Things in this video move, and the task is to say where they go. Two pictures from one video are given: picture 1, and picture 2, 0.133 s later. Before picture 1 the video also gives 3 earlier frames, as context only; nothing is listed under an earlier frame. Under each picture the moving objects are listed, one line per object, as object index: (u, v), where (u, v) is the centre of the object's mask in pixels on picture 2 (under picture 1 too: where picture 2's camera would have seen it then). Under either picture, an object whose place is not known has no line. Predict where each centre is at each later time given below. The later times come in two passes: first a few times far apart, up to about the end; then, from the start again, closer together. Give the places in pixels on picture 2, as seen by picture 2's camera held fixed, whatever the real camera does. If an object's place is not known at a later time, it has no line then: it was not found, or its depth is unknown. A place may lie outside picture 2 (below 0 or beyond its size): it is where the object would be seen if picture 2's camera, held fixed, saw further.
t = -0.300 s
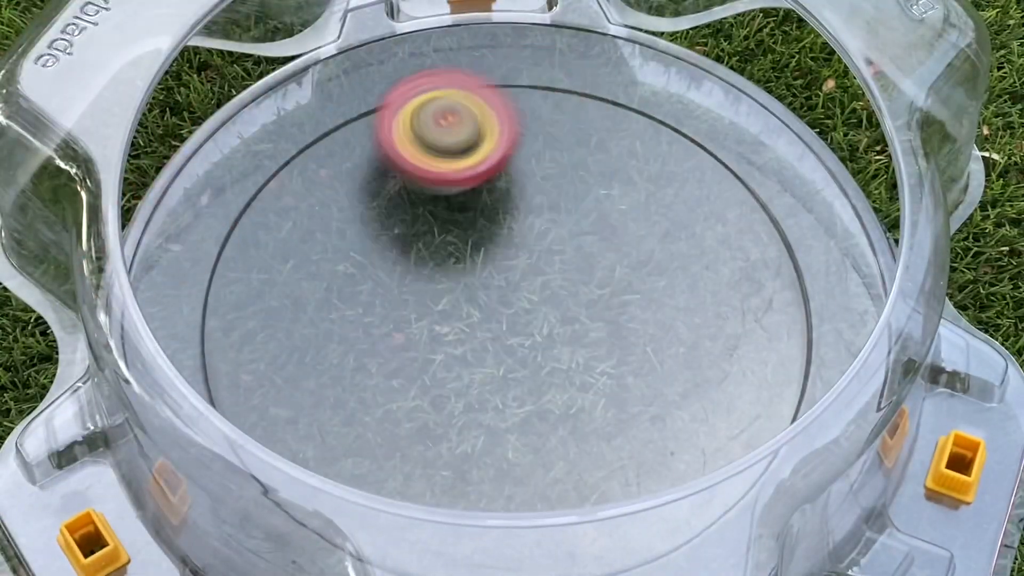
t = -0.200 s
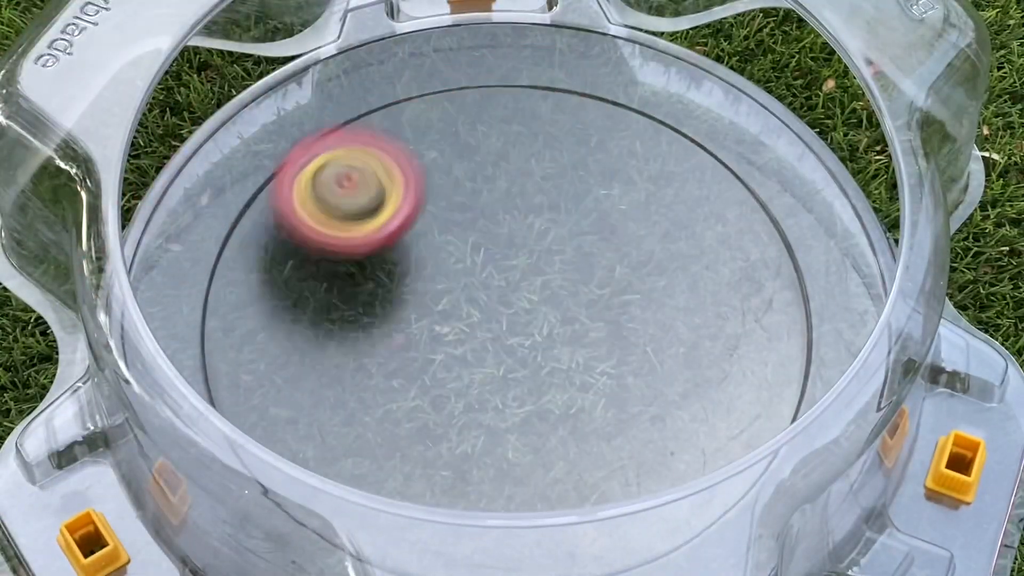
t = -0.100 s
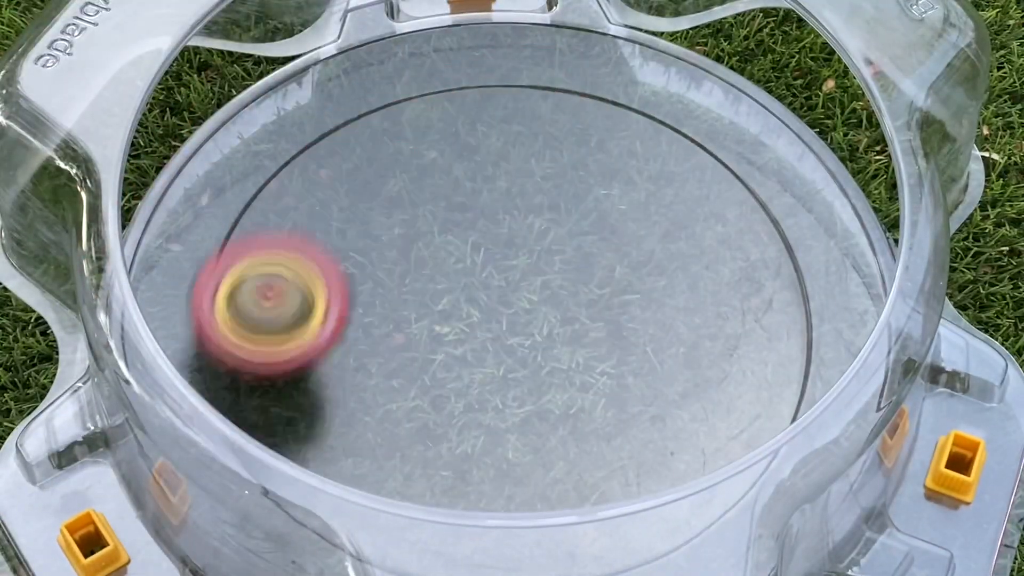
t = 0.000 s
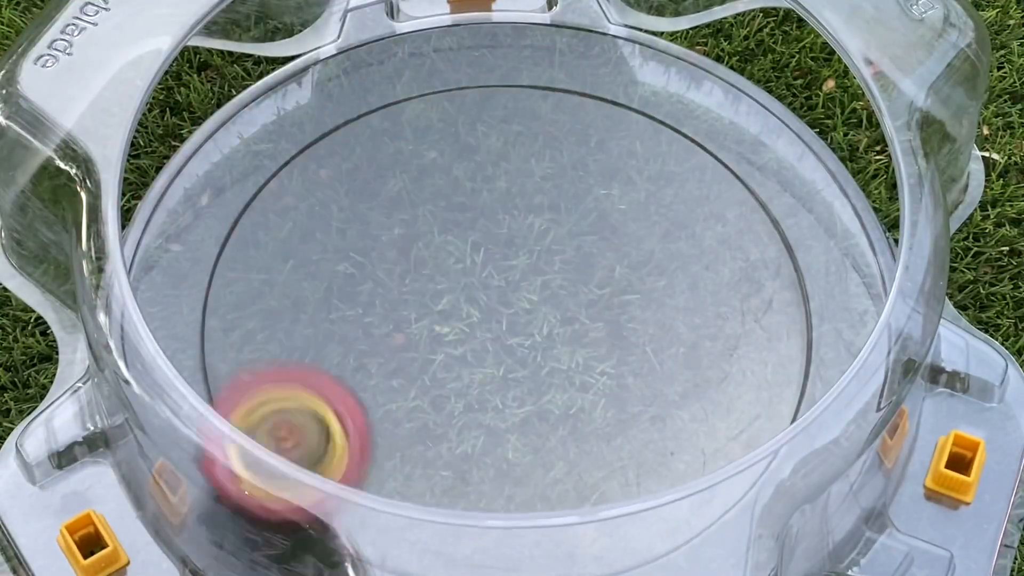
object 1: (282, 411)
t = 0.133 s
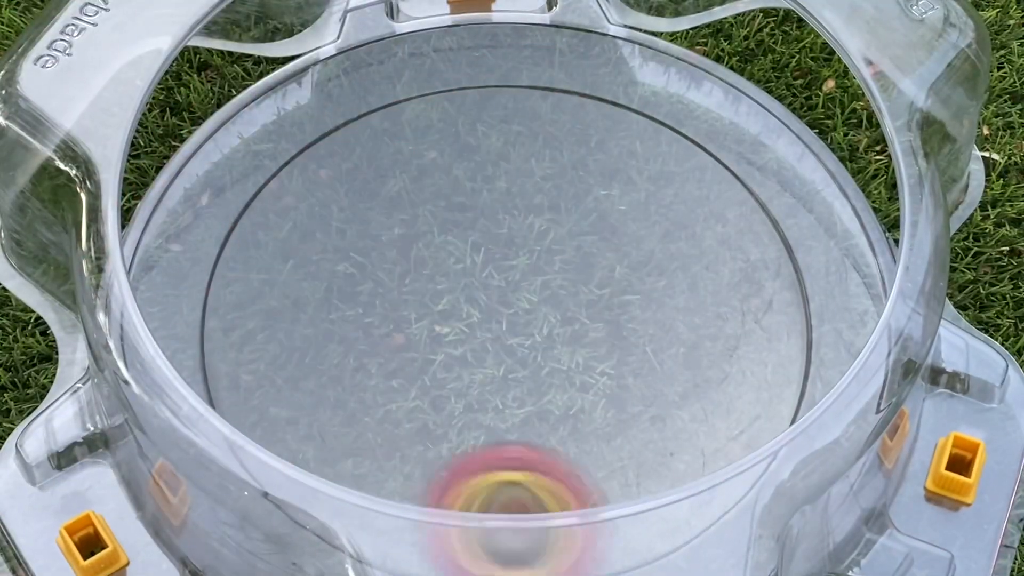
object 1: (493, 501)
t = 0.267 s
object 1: (743, 391)
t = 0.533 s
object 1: (466, 69)
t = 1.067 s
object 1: (722, 180)
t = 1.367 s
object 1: (207, 154)
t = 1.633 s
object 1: (636, 419)
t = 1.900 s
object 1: (688, 138)
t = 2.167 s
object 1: (225, 137)
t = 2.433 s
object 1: (602, 448)
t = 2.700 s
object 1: (818, 148)
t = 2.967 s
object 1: (363, 240)
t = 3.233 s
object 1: (493, 479)
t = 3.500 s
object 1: (804, 200)
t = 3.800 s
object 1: (268, 87)
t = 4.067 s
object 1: (416, 334)
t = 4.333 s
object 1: (801, 275)
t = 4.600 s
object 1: (527, 100)
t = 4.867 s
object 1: (212, 306)
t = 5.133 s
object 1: (656, 481)
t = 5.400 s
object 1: (630, 91)
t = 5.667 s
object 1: (214, 286)
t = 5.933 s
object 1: (671, 487)
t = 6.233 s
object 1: (602, 79)
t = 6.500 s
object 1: (217, 296)
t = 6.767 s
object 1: (611, 507)
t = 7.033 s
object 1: (715, 139)
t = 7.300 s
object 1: (285, 146)
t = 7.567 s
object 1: (384, 479)
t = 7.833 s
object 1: (791, 333)
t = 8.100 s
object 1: (527, 67)
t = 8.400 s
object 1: (222, 323)
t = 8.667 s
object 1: (614, 477)
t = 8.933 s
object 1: (725, 187)
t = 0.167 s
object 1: (585, 479)
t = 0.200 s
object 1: (657, 462)
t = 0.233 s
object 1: (726, 439)
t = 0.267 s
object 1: (743, 391)
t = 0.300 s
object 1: (784, 355)
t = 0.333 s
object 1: (806, 300)
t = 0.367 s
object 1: (796, 238)
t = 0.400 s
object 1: (764, 180)
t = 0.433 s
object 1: (710, 127)
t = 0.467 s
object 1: (639, 88)
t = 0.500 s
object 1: (558, 68)
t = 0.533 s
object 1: (466, 69)
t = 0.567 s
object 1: (378, 89)
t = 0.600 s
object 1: (293, 128)
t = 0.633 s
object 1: (218, 181)
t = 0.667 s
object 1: (189, 240)
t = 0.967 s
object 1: (790, 359)
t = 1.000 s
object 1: (778, 304)
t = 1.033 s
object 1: (753, 242)
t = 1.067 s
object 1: (722, 180)
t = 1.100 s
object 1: (685, 119)
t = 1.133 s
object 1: (637, 66)
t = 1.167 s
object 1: (587, 51)
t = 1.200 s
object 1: (522, 46)
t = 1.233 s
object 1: (451, 49)
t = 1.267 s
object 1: (379, 46)
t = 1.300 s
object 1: (317, 68)
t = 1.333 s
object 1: (259, 110)
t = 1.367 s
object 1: (207, 154)
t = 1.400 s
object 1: (178, 207)
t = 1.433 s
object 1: (180, 253)
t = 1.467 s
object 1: (228, 303)
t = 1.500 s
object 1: (299, 349)
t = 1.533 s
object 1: (381, 389)
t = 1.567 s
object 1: (471, 422)
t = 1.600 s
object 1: (565, 441)
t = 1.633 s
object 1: (636, 419)
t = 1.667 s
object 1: (722, 420)
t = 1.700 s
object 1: (808, 380)
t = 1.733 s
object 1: (805, 340)
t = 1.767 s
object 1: (810, 323)
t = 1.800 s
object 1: (797, 283)
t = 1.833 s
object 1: (766, 236)
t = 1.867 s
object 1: (730, 187)
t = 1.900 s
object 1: (688, 138)
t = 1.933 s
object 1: (639, 92)
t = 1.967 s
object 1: (584, 57)
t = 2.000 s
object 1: (524, 52)
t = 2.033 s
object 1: (454, 45)
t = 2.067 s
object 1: (394, 47)
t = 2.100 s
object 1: (335, 65)
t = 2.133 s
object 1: (277, 98)
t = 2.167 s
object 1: (225, 137)
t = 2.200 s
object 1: (187, 184)
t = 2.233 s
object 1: (184, 235)
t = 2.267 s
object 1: (197, 280)
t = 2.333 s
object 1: (329, 370)
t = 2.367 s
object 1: (414, 409)
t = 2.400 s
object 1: (508, 443)
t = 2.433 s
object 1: (602, 448)
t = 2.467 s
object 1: (669, 429)
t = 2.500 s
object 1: (739, 423)
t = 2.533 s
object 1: (818, 374)
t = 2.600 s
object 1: (805, 317)
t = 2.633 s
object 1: (835, 257)
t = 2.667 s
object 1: (833, 204)
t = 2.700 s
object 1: (818, 148)
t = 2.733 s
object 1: (791, 97)
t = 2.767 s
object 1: (746, 57)
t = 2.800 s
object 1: (686, 45)
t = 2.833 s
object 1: (625, 68)
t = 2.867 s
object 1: (561, 102)
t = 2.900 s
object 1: (492, 143)
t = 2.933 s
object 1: (427, 189)
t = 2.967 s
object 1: (363, 240)
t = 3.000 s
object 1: (304, 295)
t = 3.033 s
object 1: (259, 346)
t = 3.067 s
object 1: (197, 393)
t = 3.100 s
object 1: (258, 448)
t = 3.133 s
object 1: (269, 446)
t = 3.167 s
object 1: (322, 480)
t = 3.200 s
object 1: (424, 475)
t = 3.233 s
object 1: (493, 479)
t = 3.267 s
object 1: (566, 476)
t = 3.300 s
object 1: (625, 485)
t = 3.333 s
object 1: (702, 431)
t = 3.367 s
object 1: (749, 387)
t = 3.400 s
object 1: (792, 336)
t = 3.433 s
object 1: (813, 297)
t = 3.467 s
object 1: (832, 251)
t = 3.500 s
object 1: (804, 200)
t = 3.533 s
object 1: (764, 152)
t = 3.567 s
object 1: (715, 111)
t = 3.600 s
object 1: (661, 77)
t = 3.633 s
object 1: (600, 52)
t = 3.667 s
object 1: (538, 50)
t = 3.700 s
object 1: (469, 44)
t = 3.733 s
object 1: (403, 43)
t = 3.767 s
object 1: (336, 58)
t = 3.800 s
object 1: (268, 87)
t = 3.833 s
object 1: (209, 120)
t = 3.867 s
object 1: (185, 169)
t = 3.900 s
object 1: (138, 228)
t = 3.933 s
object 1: (179, 233)
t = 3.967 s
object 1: (233, 256)
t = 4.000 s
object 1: (292, 282)
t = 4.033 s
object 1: (354, 309)
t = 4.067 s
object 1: (416, 334)
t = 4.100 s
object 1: (480, 355)
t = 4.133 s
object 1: (545, 366)
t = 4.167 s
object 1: (609, 367)
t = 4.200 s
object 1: (664, 360)
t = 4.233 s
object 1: (716, 346)
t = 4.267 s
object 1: (758, 326)
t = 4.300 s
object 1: (791, 302)
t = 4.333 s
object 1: (801, 275)
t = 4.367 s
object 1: (787, 255)
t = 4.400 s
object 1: (766, 231)
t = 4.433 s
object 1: (741, 205)
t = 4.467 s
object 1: (710, 180)
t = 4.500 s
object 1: (675, 155)
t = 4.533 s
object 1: (631, 131)
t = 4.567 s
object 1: (581, 112)
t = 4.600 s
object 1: (527, 100)
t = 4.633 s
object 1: (471, 98)
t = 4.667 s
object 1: (413, 104)
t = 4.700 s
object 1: (359, 119)
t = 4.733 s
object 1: (310, 144)
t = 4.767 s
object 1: (269, 174)
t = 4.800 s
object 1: (235, 213)
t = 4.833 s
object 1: (213, 255)
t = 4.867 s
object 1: (212, 306)
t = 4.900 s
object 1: (241, 334)
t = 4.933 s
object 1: (270, 383)
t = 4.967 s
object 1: (300, 429)
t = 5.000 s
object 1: (351, 477)
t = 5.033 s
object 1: (442, 483)
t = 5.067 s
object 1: (515, 489)
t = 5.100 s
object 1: (587, 479)
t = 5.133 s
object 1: (656, 481)
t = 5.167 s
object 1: (701, 419)
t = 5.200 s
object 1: (759, 385)
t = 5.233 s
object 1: (788, 334)
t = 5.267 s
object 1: (789, 271)
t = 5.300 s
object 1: (770, 213)
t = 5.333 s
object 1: (736, 162)
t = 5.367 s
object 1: (688, 120)
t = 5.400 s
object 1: (630, 91)
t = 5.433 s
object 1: (567, 71)
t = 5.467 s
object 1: (500, 68)
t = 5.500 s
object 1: (431, 73)
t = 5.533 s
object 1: (366, 91)
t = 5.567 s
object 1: (308, 124)
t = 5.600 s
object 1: (260, 170)
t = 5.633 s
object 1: (228, 225)
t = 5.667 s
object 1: (214, 286)
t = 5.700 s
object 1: (230, 344)
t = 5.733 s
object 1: (285, 386)
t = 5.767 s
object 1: (317, 426)
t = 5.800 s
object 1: (363, 470)
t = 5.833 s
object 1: (437, 493)
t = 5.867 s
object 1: (524, 511)
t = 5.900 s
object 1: (608, 486)
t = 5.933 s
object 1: (671, 487)
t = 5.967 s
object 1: (724, 448)
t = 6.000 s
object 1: (755, 366)
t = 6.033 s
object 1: (788, 340)
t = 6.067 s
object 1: (794, 286)
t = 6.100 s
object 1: (782, 230)
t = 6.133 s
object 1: (755, 181)
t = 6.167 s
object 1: (713, 137)
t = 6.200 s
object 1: (663, 102)
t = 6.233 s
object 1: (602, 79)
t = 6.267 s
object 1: (542, 67)
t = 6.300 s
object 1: (475, 68)
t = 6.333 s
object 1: (410, 78)
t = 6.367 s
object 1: (349, 101)
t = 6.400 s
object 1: (295, 140)
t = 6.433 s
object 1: (253, 182)
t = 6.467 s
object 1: (226, 237)
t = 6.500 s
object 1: (217, 296)
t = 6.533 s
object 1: (234, 349)
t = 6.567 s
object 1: (284, 386)
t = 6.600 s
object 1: (329, 450)
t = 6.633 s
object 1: (386, 492)
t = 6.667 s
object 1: (442, 493)
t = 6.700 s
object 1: (511, 498)
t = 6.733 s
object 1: (582, 493)
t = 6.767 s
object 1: (611, 507)
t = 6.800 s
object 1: (701, 470)
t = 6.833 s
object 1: (724, 405)
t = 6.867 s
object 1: (764, 358)
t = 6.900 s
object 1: (792, 330)
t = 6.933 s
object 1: (796, 280)
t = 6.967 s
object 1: (782, 227)
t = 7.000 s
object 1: (756, 182)
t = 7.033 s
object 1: (715, 139)
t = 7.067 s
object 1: (669, 106)
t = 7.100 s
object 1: (612, 83)
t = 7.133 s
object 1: (556, 69)
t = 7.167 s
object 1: (495, 67)
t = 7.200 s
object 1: (436, 73)
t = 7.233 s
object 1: (380, 86)
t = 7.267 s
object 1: (330, 114)
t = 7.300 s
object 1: (285, 146)
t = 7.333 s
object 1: (249, 189)
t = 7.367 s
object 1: (226, 236)
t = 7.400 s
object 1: (216, 290)
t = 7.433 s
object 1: (229, 339)
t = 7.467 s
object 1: (272, 373)
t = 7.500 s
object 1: (297, 405)
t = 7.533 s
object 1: (314, 458)
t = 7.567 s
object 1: (384, 479)
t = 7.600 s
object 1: (458, 484)
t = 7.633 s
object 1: (524, 496)
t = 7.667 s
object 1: (589, 512)
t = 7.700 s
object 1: (677, 488)
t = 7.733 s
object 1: (705, 434)
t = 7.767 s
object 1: (725, 440)
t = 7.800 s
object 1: (750, 356)
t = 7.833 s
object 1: (791, 333)
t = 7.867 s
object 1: (794, 282)
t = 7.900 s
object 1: (784, 233)
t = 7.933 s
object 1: (761, 188)
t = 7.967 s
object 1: (725, 149)
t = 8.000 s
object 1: (683, 115)
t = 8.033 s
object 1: (633, 90)
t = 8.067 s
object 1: (582, 74)
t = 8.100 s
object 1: (527, 67)
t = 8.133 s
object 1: (473, 68)
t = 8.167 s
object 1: (420, 76)
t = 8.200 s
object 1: (370, 91)
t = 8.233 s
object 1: (328, 113)
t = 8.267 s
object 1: (287, 145)
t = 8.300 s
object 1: (255, 185)
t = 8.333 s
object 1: (231, 229)
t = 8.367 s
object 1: (218, 275)
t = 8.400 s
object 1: (222, 323)
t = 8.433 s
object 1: (258, 346)
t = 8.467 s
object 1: (292, 393)
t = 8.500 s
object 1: (316, 424)
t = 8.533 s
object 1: (386, 484)
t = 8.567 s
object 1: (411, 480)
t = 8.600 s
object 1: (466, 492)
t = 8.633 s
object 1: (557, 492)
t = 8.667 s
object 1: (614, 477)
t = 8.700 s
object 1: (662, 447)
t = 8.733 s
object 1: (681, 413)
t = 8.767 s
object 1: (732, 398)
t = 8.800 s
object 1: (757, 360)
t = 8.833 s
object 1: (767, 314)
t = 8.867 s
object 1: (764, 269)
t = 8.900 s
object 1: (749, 226)
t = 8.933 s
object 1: (725, 187)
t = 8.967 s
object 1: (691, 153)
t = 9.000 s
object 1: (650, 125)
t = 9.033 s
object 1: (607, 104)
